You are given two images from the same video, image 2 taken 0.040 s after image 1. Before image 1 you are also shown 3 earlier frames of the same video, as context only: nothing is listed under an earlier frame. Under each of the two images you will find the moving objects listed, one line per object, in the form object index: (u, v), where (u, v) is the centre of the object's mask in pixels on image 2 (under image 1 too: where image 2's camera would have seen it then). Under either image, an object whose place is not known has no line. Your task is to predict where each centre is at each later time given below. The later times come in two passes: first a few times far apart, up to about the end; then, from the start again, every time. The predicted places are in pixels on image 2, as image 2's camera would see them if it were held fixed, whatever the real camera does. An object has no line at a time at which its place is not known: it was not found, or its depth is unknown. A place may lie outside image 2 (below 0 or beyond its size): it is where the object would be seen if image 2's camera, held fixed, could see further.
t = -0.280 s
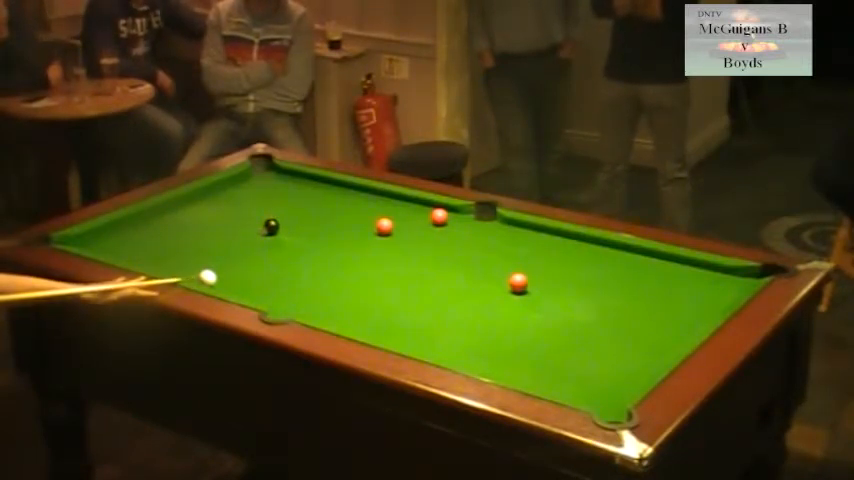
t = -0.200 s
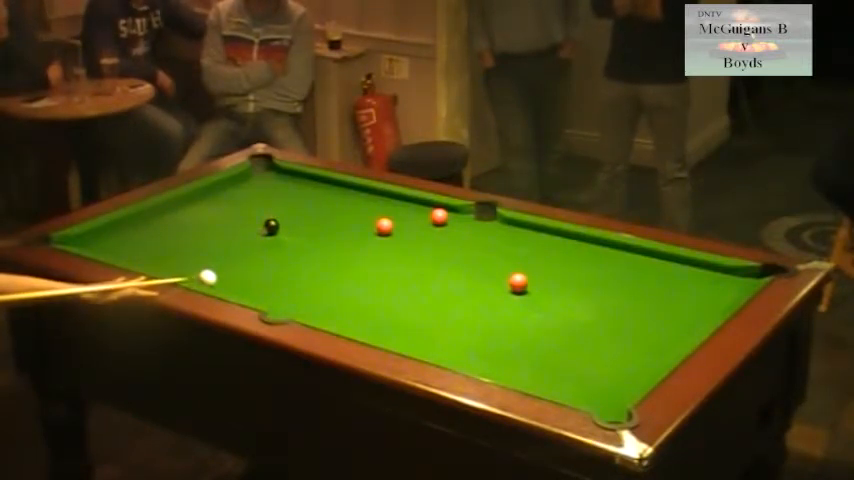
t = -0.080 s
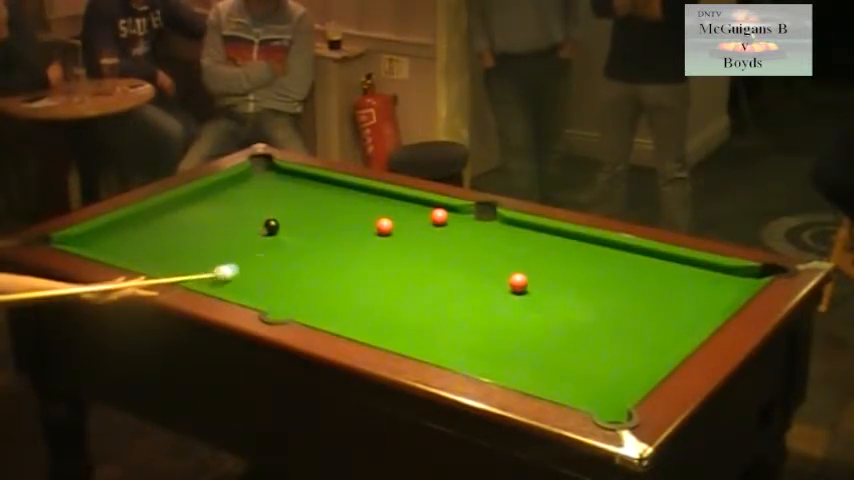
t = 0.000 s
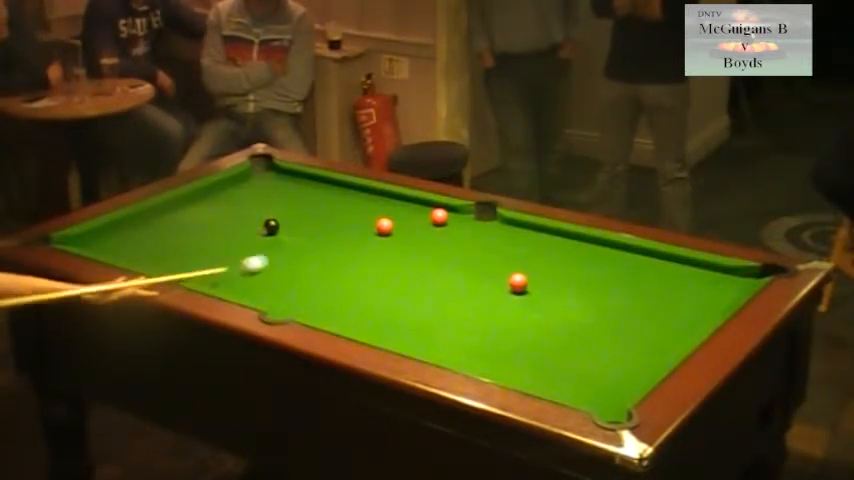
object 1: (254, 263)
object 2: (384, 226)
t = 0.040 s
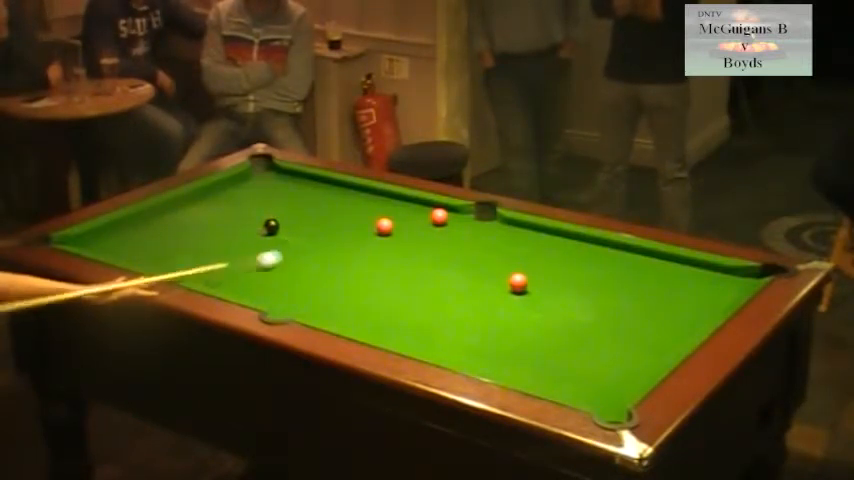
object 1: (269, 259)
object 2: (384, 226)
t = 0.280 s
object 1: (346, 236)
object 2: (384, 226)
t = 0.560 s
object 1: (370, 221)
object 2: (424, 220)
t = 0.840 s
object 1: (376, 210)
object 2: (435, 218)
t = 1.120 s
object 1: (381, 201)
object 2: (444, 216)
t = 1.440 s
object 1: (383, 194)
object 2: (450, 216)
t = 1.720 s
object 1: (372, 196)
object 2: (453, 215)
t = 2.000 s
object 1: (363, 198)
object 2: (454, 215)
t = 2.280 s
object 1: (356, 199)
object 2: (454, 215)
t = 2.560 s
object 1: (352, 200)
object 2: (454, 215)
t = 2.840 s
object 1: (350, 200)
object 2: (454, 215)
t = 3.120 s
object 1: (350, 200)
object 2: (454, 214)
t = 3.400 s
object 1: (350, 200)
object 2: (454, 214)
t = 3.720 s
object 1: (350, 200)
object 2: (454, 214)
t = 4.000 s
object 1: (350, 200)
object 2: (454, 214)
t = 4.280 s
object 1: (350, 200)
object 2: (454, 214)
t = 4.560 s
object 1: (350, 200)
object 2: (454, 214)
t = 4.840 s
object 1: (350, 200)
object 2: (454, 214)
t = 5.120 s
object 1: (350, 200)
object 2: (454, 214)
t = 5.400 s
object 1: (350, 200)
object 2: (454, 214)
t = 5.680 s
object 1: (350, 201)
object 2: (454, 214)
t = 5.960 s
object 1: (350, 201)
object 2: (454, 214)
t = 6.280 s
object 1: (351, 201)
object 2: (454, 214)
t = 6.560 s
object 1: (351, 201)
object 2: (454, 214)
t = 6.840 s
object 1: (351, 201)
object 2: (454, 214)
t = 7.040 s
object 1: (351, 201)
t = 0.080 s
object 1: (282, 255)
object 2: (384, 226)
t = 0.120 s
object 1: (296, 250)
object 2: (384, 226)
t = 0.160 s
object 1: (309, 247)
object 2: (384, 226)
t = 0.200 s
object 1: (322, 243)
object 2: (384, 226)
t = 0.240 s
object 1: (334, 239)
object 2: (384, 226)
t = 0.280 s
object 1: (346, 236)
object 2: (384, 226)
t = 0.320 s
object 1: (358, 232)
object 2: (384, 226)
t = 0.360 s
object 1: (368, 228)
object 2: (386, 226)
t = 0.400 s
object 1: (368, 227)
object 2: (395, 224)
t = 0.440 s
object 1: (368, 226)
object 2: (403, 223)
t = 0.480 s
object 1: (368, 224)
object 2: (411, 222)
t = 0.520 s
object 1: (369, 222)
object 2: (418, 221)
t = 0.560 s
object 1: (370, 221)
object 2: (424, 220)
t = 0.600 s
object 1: (371, 219)
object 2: (425, 219)
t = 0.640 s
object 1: (372, 217)
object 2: (427, 219)
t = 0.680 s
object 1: (373, 216)
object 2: (429, 219)
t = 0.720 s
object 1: (374, 214)
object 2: (431, 219)
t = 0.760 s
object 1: (374, 213)
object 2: (432, 218)
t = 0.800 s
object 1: (375, 211)
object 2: (434, 218)
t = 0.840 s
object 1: (376, 210)
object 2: (435, 218)
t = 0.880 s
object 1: (377, 208)
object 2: (436, 217)
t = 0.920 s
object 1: (377, 207)
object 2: (437, 217)
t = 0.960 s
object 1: (378, 206)
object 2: (439, 217)
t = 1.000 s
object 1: (379, 205)
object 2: (440, 217)
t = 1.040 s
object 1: (380, 203)
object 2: (441, 217)
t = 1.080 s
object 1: (380, 202)
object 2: (442, 217)
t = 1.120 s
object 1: (381, 201)
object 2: (444, 216)
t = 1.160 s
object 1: (381, 200)
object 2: (445, 216)
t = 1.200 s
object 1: (382, 199)
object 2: (446, 216)
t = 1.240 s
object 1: (383, 198)
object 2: (446, 216)
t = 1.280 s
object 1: (383, 196)
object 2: (447, 216)
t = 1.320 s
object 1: (384, 195)
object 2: (448, 216)
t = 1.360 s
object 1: (384, 194)
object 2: (449, 216)
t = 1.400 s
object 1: (384, 194)
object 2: (449, 216)
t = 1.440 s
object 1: (383, 194)
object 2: (450, 216)
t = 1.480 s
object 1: (382, 194)
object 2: (451, 215)
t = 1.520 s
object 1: (380, 194)
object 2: (451, 215)
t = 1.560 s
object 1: (378, 195)
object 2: (452, 215)
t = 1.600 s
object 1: (377, 195)
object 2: (452, 215)
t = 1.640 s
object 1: (375, 196)
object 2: (453, 215)
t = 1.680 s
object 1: (373, 196)
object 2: (453, 215)
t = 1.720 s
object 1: (372, 196)
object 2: (453, 215)
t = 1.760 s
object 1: (370, 196)
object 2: (454, 215)
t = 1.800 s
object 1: (369, 197)
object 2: (454, 215)
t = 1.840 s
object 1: (368, 197)
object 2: (454, 215)
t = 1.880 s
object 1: (366, 197)
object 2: (454, 215)
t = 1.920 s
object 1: (365, 197)
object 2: (454, 215)
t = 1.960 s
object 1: (364, 198)
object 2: (454, 215)
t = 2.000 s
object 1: (363, 198)
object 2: (454, 215)
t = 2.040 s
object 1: (362, 198)
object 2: (454, 215)
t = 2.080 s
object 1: (361, 198)
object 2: (454, 215)
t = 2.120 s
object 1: (360, 199)
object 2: (454, 215)
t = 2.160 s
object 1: (359, 199)
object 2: (454, 215)
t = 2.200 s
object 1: (358, 199)
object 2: (454, 215)
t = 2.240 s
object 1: (357, 199)
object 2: (454, 215)
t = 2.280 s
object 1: (356, 199)
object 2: (454, 215)
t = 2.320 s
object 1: (355, 200)
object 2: (454, 215)
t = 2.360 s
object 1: (355, 200)
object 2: (454, 215)
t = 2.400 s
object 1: (354, 200)
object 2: (454, 215)
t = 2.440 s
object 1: (353, 200)
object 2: (454, 215)
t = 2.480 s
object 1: (353, 200)
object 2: (454, 215)
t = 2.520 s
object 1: (352, 200)
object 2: (454, 215)
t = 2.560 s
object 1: (352, 200)
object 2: (454, 215)
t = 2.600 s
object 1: (352, 200)
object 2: (454, 215)
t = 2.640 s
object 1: (351, 200)
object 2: (454, 215)
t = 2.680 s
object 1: (351, 200)
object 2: (454, 215)
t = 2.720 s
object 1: (351, 200)
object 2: (454, 215)
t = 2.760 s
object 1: (351, 200)
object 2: (454, 215)
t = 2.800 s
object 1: (350, 200)
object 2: (454, 215)
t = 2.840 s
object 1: (350, 200)
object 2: (454, 215)
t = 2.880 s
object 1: (350, 200)
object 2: (454, 215)
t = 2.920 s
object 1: (350, 200)
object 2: (454, 215)
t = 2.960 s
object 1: (350, 200)
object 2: (454, 215)
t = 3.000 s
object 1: (350, 200)
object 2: (454, 214)
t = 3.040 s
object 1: (350, 200)
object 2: (454, 214)
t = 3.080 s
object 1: (350, 200)
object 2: (454, 214)
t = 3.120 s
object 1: (350, 200)
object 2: (454, 214)
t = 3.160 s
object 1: (350, 200)
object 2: (454, 214)
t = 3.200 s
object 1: (350, 200)
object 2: (454, 214)
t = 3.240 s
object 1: (350, 200)
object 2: (454, 214)
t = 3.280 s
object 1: (350, 200)
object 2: (454, 214)
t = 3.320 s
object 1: (350, 200)
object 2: (454, 214)
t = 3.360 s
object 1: (350, 200)
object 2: (454, 214)
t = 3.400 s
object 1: (350, 200)
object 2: (454, 214)
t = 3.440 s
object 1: (350, 200)
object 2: (454, 214)
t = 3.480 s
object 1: (350, 200)
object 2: (454, 214)
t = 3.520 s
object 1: (350, 200)
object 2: (454, 214)
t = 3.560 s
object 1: (350, 200)
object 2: (454, 214)
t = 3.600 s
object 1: (350, 200)
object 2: (454, 214)
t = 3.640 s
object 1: (350, 200)
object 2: (454, 214)
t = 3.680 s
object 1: (350, 200)
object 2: (454, 214)
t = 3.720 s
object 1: (350, 200)
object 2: (454, 214)
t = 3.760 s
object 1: (350, 200)
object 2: (454, 214)
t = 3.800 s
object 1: (350, 200)
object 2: (454, 214)
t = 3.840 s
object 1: (350, 200)
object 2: (454, 214)
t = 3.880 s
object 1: (350, 200)
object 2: (454, 214)
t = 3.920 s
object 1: (350, 200)
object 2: (454, 214)
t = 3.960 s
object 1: (350, 200)
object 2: (454, 214)
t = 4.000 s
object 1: (350, 200)
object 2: (454, 214)
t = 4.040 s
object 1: (350, 200)
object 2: (454, 214)
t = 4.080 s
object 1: (350, 200)
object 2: (454, 214)
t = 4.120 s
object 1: (350, 200)
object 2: (454, 214)
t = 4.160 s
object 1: (350, 200)
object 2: (454, 214)
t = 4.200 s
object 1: (350, 200)
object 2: (454, 214)
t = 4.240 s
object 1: (350, 200)
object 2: (454, 214)
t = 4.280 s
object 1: (350, 200)
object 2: (454, 214)
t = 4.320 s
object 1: (350, 200)
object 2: (454, 214)
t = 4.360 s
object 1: (350, 200)
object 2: (454, 214)
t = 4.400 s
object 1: (350, 200)
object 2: (454, 214)
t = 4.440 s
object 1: (350, 200)
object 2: (454, 214)
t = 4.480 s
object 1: (350, 200)
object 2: (454, 214)
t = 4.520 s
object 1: (350, 200)
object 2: (454, 214)
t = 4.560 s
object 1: (350, 200)
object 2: (454, 214)
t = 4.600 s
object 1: (350, 200)
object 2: (454, 214)
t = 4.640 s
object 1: (350, 200)
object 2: (454, 214)
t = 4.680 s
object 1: (350, 200)
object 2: (454, 214)
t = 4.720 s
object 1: (350, 200)
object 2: (454, 214)
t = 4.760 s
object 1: (350, 200)
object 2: (454, 214)
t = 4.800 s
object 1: (350, 200)
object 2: (454, 214)
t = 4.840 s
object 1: (350, 200)
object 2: (454, 214)
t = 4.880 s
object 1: (350, 200)
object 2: (454, 214)
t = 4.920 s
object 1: (350, 200)
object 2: (454, 214)
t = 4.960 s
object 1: (350, 200)
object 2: (454, 214)
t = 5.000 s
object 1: (350, 200)
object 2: (454, 214)
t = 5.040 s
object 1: (350, 200)
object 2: (454, 214)
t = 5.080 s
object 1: (350, 200)
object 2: (454, 214)
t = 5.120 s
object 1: (350, 200)
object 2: (454, 214)
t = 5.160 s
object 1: (350, 200)
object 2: (454, 214)
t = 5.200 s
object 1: (350, 200)
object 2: (454, 214)
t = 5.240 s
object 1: (350, 200)
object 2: (454, 214)
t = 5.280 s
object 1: (350, 200)
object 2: (454, 214)
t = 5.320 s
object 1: (350, 200)
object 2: (454, 214)
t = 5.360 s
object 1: (350, 200)
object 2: (454, 214)
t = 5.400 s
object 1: (350, 200)
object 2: (454, 214)
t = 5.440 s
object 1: (350, 200)
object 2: (454, 214)
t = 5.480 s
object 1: (350, 200)
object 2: (454, 214)
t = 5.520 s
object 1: (350, 201)
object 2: (454, 214)
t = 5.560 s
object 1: (350, 201)
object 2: (454, 214)
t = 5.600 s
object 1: (350, 201)
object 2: (454, 214)
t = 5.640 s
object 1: (350, 201)
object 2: (454, 214)
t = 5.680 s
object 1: (350, 201)
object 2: (454, 214)
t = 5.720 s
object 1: (350, 201)
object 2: (454, 214)
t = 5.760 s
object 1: (350, 201)
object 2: (454, 214)
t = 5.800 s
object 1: (350, 201)
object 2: (454, 214)
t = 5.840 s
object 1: (350, 201)
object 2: (454, 214)
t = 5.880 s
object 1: (350, 201)
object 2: (454, 214)
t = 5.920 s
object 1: (350, 201)
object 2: (454, 214)
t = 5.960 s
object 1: (350, 201)
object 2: (454, 214)
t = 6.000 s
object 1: (351, 201)
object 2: (454, 214)
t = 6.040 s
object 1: (351, 201)
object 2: (454, 214)
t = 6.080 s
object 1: (351, 201)
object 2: (454, 214)
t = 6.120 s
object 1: (350, 201)
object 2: (454, 214)
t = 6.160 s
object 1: (351, 201)
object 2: (454, 214)
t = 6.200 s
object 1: (351, 201)
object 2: (454, 214)
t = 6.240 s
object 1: (351, 201)
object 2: (454, 214)
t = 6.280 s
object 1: (351, 201)
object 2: (454, 214)
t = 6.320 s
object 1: (351, 201)
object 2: (454, 214)
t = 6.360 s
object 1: (351, 201)
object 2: (454, 214)
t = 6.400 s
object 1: (351, 201)
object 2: (454, 214)
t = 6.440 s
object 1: (351, 201)
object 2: (454, 214)
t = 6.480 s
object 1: (351, 201)
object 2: (454, 214)
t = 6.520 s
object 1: (351, 201)
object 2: (454, 214)
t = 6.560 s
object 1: (351, 201)
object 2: (454, 214)
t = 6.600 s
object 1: (351, 201)
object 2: (454, 214)
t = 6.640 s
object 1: (351, 201)
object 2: (454, 214)
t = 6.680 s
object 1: (351, 201)
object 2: (454, 214)
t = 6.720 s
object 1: (351, 201)
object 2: (454, 214)
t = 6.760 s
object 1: (351, 201)
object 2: (454, 214)
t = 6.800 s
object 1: (351, 201)
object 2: (454, 214)
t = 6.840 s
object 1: (351, 201)
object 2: (454, 214)
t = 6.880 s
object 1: (351, 201)
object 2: (454, 214)
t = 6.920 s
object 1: (351, 201)
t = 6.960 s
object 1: (351, 201)
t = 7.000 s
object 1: (351, 201)
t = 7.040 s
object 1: (351, 201)
